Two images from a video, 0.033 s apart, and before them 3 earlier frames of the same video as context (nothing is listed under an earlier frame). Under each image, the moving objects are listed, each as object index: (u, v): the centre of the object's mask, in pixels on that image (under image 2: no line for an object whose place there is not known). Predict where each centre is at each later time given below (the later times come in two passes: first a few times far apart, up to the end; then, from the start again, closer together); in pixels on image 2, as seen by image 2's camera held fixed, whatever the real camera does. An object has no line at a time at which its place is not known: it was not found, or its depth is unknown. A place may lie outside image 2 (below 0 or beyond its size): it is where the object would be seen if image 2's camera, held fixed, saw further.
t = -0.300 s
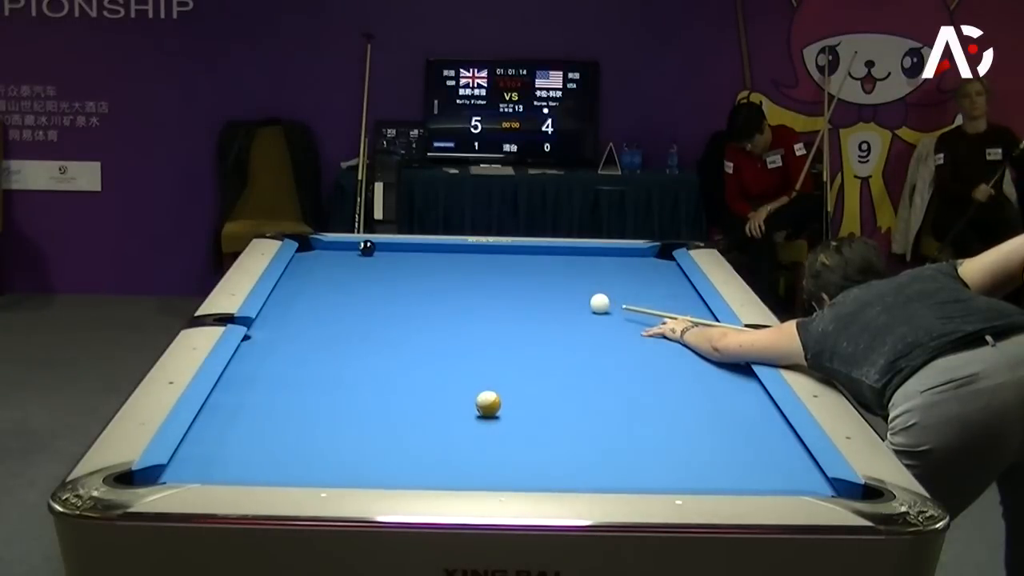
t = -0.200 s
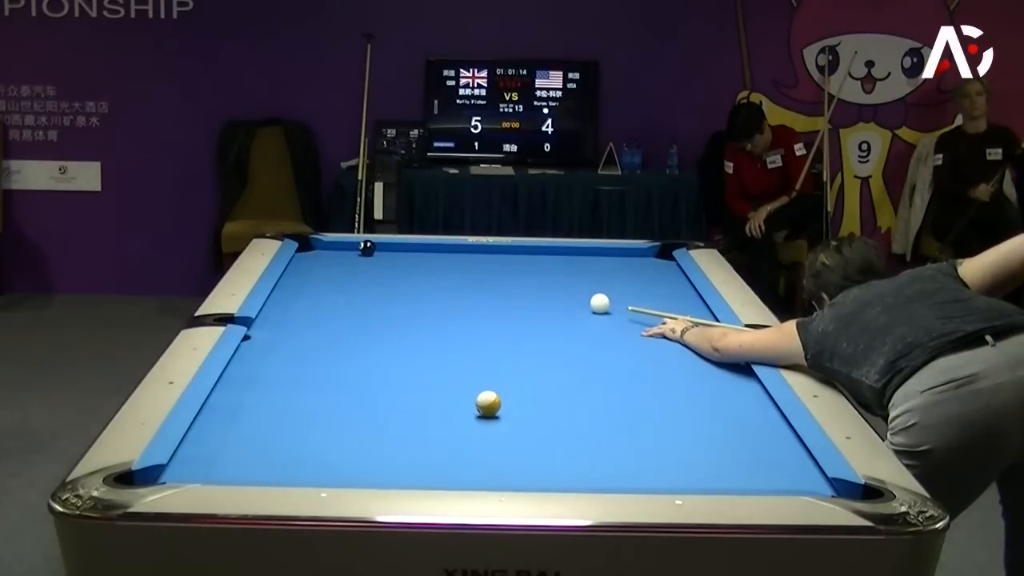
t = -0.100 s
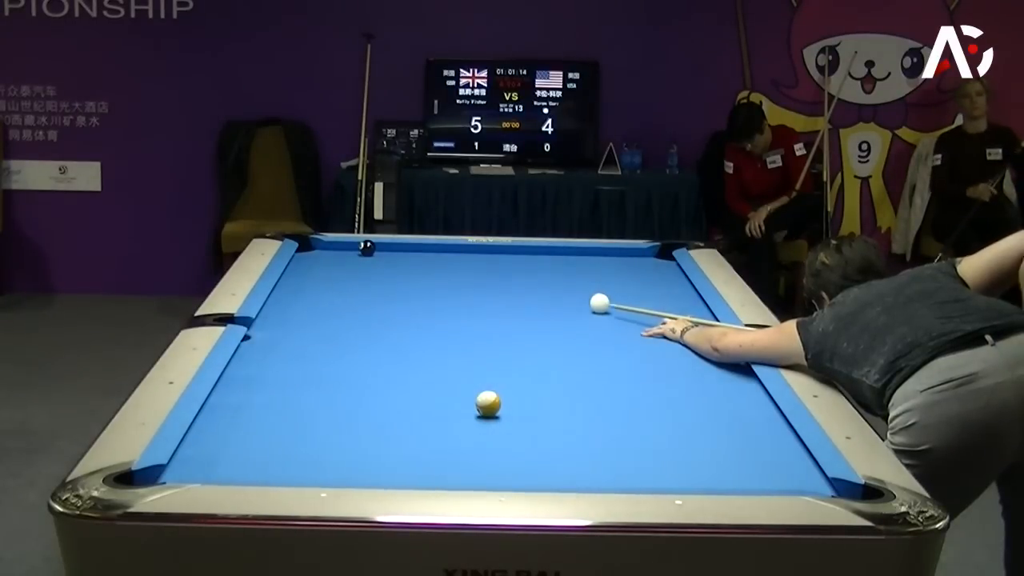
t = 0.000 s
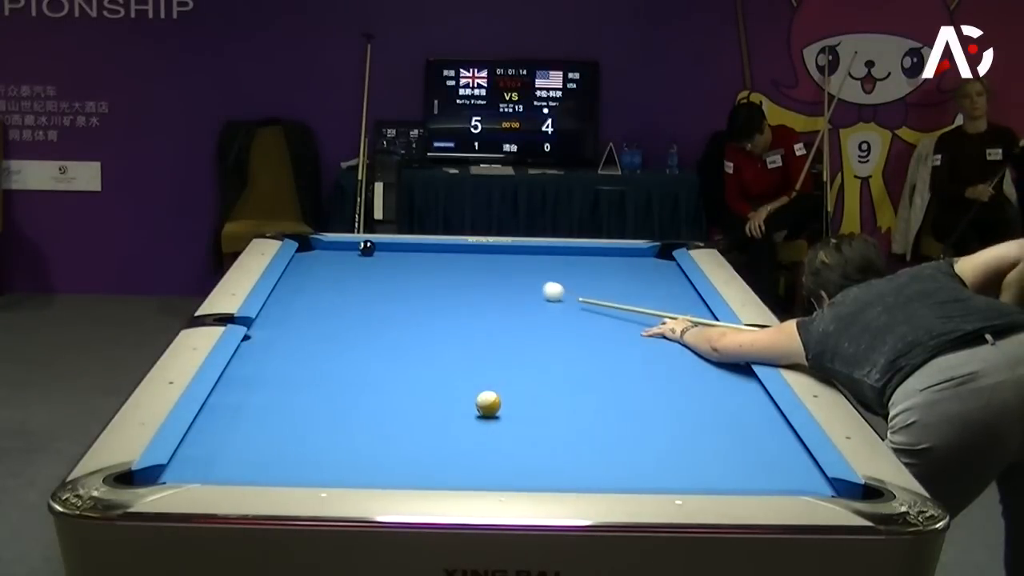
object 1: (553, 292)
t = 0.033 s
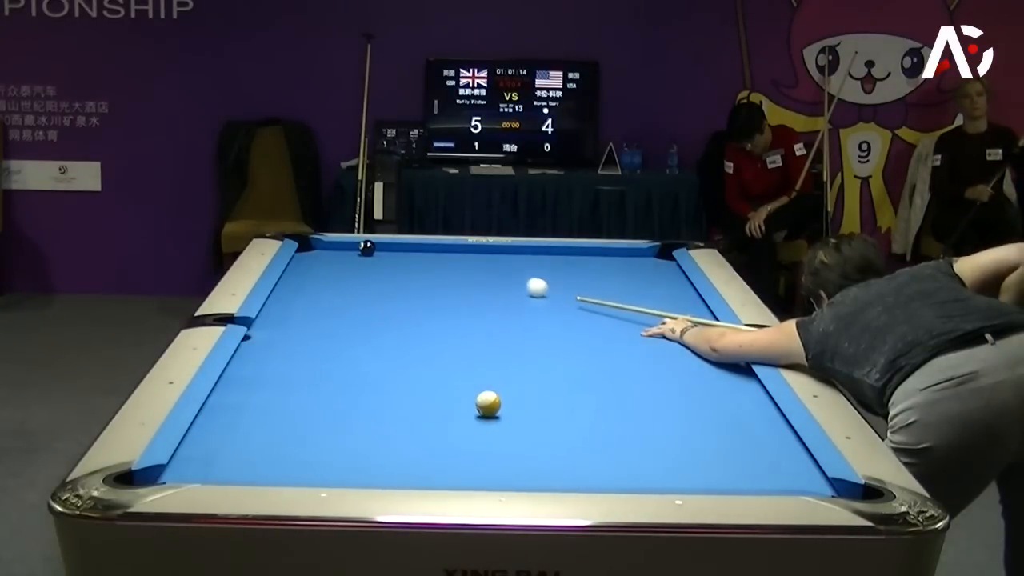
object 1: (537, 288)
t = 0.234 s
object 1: (455, 267)
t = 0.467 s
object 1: (384, 248)
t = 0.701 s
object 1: (375, 252)
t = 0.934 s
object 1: (356, 258)
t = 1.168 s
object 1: (337, 264)
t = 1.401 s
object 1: (318, 270)
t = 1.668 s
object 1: (296, 277)
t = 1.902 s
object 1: (290, 282)
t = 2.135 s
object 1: (294, 288)
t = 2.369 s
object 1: (299, 293)
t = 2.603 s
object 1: (304, 298)
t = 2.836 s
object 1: (308, 303)
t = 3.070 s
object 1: (313, 308)
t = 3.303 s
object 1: (318, 313)
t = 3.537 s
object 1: (323, 317)
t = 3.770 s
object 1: (327, 321)
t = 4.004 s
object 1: (332, 325)
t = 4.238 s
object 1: (336, 328)
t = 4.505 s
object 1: (340, 332)
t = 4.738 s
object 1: (343, 335)
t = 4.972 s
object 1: (346, 337)
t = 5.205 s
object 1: (348, 339)
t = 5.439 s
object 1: (351, 341)
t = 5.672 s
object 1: (353, 342)
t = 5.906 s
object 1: (354, 344)
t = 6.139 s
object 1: (355, 345)
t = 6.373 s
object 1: (355, 345)
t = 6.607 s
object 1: (355, 345)
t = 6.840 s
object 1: (355, 345)
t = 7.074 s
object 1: (355, 345)
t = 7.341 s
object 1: (355, 345)
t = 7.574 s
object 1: (355, 345)
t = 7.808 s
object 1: (355, 345)
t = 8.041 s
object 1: (355, 345)
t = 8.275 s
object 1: (355, 345)
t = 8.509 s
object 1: (355, 345)
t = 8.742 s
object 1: (355, 345)
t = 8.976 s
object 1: (355, 345)
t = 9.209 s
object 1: (355, 345)
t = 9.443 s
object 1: (355, 345)
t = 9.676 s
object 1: (355, 345)
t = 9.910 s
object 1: (355, 345)
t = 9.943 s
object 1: (355, 345)
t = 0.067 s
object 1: (521, 283)
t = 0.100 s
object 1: (506, 280)
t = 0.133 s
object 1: (492, 276)
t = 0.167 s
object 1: (479, 273)
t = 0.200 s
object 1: (467, 270)
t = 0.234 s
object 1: (455, 267)
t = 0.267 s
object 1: (443, 264)
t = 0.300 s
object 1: (432, 261)
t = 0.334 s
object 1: (421, 258)
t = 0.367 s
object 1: (411, 255)
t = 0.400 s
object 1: (401, 253)
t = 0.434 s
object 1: (390, 250)
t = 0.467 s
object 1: (384, 248)
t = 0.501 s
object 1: (386, 246)
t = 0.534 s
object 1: (385, 247)
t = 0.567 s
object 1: (384, 248)
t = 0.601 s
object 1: (382, 249)
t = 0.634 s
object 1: (380, 250)
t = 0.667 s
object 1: (378, 251)
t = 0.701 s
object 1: (375, 252)
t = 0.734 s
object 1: (372, 253)
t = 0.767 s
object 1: (370, 254)
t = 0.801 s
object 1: (367, 255)
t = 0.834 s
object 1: (364, 255)
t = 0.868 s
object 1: (361, 256)
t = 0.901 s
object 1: (359, 257)
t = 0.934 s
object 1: (356, 258)
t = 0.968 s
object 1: (353, 259)
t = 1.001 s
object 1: (351, 260)
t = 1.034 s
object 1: (348, 261)
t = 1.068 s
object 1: (345, 261)
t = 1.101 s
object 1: (342, 262)
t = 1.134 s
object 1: (340, 263)
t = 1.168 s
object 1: (337, 264)
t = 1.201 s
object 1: (334, 265)
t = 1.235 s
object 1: (332, 266)
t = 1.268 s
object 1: (329, 267)
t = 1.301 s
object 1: (326, 268)
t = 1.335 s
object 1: (323, 268)
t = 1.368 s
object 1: (320, 269)
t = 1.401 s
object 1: (318, 270)
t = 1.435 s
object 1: (315, 271)
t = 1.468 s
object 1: (313, 272)
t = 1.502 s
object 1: (310, 272)
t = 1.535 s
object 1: (307, 274)
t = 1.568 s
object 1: (304, 274)
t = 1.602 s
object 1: (302, 275)
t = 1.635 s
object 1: (299, 276)
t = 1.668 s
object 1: (296, 277)
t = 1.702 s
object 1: (294, 278)
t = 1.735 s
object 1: (291, 279)
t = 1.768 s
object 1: (288, 279)
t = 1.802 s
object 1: (288, 280)
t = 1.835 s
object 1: (288, 281)
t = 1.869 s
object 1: (289, 282)
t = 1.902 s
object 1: (290, 282)
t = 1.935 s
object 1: (290, 283)
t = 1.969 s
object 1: (291, 284)
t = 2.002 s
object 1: (291, 285)
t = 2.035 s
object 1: (292, 285)
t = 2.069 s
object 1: (293, 286)
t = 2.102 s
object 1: (294, 287)
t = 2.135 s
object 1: (294, 288)
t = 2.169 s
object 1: (295, 289)
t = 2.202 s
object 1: (296, 289)
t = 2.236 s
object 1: (296, 290)
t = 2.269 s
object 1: (297, 291)
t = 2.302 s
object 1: (298, 292)
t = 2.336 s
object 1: (298, 293)
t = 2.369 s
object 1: (299, 293)
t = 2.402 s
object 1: (299, 294)
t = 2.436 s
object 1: (300, 295)
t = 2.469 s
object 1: (301, 296)
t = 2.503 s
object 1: (301, 296)
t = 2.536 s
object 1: (302, 297)
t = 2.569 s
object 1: (303, 298)
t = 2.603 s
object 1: (304, 298)
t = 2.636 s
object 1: (304, 299)
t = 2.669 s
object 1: (305, 300)
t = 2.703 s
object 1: (305, 300)
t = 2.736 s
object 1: (306, 301)
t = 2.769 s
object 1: (307, 302)
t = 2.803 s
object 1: (308, 303)
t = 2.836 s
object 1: (308, 303)
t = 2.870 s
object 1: (309, 304)
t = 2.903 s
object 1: (310, 305)
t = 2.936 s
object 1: (310, 305)
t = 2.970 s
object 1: (311, 306)
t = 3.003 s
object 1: (312, 307)
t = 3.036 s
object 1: (312, 307)
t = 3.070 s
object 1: (313, 308)
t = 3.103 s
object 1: (314, 309)
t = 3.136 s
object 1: (315, 309)
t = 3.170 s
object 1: (315, 310)
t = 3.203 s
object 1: (316, 311)
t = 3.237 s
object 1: (317, 311)
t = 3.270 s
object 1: (317, 312)
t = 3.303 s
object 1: (318, 313)
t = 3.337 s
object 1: (319, 313)
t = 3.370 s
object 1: (319, 314)
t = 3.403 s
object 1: (320, 315)
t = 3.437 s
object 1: (321, 315)
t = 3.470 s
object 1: (321, 316)
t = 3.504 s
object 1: (322, 316)
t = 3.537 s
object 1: (323, 317)
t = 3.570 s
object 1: (323, 318)
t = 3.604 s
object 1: (324, 318)
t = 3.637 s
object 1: (325, 319)
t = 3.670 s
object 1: (325, 319)
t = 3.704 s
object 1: (326, 320)
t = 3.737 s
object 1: (327, 320)
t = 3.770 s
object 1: (327, 321)
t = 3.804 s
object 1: (328, 322)
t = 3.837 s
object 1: (329, 322)
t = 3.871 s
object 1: (329, 323)
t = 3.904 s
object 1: (330, 323)
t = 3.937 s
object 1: (330, 324)
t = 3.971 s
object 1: (331, 324)
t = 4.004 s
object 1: (332, 325)
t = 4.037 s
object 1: (332, 325)
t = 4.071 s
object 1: (333, 326)
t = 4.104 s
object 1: (333, 326)
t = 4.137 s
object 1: (334, 327)
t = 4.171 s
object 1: (335, 327)
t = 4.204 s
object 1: (335, 328)
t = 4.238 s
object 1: (336, 328)
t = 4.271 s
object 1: (336, 329)
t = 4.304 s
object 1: (337, 329)
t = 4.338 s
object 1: (337, 330)
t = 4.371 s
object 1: (338, 330)
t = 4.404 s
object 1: (339, 331)
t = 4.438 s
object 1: (339, 331)
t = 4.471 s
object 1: (339, 331)
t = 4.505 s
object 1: (340, 332)
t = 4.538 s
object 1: (340, 332)
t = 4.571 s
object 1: (341, 333)
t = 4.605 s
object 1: (342, 333)
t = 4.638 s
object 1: (342, 334)
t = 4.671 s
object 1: (343, 334)
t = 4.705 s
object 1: (343, 334)
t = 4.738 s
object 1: (343, 335)
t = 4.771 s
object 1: (344, 335)
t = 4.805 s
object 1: (344, 335)
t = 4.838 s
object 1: (344, 336)
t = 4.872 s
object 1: (345, 336)
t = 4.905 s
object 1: (345, 337)
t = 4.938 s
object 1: (346, 337)
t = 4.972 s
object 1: (346, 337)
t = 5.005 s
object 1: (346, 337)
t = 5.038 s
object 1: (347, 338)
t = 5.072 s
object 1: (347, 338)
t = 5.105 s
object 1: (347, 338)
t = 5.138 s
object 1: (348, 339)
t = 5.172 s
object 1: (348, 339)
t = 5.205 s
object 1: (348, 339)
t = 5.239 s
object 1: (349, 340)
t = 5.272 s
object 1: (349, 340)
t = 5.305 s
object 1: (350, 340)
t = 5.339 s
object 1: (350, 341)
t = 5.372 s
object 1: (350, 341)
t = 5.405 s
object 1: (350, 341)
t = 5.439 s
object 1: (351, 341)
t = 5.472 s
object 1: (351, 341)
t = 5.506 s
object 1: (351, 341)
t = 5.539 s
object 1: (352, 342)
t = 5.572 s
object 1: (352, 342)
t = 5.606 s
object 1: (352, 342)
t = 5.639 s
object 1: (353, 342)
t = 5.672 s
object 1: (353, 342)
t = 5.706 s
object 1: (353, 343)
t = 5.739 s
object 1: (353, 343)
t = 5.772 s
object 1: (354, 343)
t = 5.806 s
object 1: (354, 343)
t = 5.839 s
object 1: (354, 343)
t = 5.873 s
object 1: (354, 343)
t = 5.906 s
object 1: (354, 344)
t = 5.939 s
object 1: (355, 344)
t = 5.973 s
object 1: (355, 344)
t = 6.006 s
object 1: (355, 344)
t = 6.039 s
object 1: (355, 344)
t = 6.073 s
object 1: (355, 344)
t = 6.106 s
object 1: (355, 345)
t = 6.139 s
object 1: (355, 345)
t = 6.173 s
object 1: (355, 345)
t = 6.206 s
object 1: (355, 345)
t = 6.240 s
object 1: (355, 345)
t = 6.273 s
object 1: (355, 345)
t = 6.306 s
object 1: (355, 345)
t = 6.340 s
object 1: (355, 345)
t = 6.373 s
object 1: (355, 345)
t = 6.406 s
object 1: (355, 345)
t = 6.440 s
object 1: (355, 345)
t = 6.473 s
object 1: (355, 345)
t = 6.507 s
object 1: (355, 345)
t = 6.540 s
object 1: (355, 345)
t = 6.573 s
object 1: (355, 345)
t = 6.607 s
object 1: (355, 345)
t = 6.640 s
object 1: (355, 345)
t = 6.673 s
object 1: (355, 345)
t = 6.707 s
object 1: (355, 345)
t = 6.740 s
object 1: (355, 345)
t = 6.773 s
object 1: (355, 345)
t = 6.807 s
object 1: (355, 345)
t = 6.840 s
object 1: (355, 345)
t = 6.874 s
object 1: (355, 345)
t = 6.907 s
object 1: (355, 345)
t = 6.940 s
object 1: (355, 345)
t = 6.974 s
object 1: (355, 345)
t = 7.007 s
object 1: (355, 345)
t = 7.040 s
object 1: (355, 345)
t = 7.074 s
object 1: (355, 345)
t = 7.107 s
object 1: (355, 345)
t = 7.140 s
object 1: (355, 345)
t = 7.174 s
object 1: (355, 345)
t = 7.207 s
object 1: (355, 345)
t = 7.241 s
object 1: (355, 345)
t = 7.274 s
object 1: (355, 345)
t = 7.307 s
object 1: (355, 345)
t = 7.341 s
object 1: (355, 345)
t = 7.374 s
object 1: (355, 345)
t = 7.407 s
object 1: (355, 345)
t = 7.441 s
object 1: (355, 345)
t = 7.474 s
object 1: (355, 345)
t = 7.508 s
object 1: (355, 345)
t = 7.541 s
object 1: (355, 345)
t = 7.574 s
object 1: (355, 345)
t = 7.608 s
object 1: (355, 345)
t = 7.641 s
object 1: (355, 345)
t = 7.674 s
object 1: (355, 345)
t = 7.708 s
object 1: (355, 345)
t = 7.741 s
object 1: (355, 345)
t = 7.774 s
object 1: (355, 345)
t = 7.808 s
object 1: (355, 345)
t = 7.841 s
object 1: (355, 345)
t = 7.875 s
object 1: (355, 345)
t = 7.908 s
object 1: (355, 345)
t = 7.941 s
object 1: (355, 345)
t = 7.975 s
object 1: (355, 345)
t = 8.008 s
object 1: (355, 345)
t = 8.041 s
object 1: (355, 345)
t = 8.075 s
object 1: (355, 345)
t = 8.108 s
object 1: (355, 345)
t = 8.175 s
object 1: (355, 345)
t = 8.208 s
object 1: (355, 345)
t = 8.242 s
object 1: (355, 345)
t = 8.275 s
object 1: (355, 345)
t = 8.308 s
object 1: (355, 345)
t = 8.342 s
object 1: (355, 345)
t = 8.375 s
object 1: (355, 345)
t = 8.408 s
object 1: (355, 345)
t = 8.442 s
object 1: (355, 345)
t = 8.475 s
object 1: (355, 345)
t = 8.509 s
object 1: (355, 345)
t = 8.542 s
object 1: (355, 345)
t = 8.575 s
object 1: (355, 345)
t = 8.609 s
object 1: (355, 345)
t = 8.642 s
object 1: (355, 345)
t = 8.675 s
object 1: (355, 345)
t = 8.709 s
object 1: (355, 345)
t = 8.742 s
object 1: (355, 345)
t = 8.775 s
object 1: (355, 345)
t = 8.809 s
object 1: (355, 345)
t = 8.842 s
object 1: (355, 345)
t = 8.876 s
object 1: (355, 345)
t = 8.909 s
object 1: (355, 345)
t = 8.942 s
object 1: (355, 345)
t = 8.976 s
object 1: (355, 345)
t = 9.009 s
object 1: (355, 345)
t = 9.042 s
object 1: (355, 345)
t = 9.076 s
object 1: (355, 345)
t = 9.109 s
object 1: (355, 345)
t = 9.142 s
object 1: (355, 345)
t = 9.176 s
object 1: (355, 345)
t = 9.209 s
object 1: (355, 345)
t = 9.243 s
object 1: (355, 345)
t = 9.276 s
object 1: (355, 345)
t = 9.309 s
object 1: (355, 345)
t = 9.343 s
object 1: (355, 345)
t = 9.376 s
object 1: (355, 345)
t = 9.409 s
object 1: (355, 345)
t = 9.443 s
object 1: (355, 345)
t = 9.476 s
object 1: (355, 345)
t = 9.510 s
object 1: (355, 345)
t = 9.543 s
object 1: (355, 345)
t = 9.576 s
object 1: (355, 345)
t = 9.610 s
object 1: (355, 345)
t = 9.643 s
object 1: (355, 345)
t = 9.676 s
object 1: (355, 345)
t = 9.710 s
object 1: (355, 345)
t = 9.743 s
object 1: (355, 345)
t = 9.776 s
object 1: (355, 345)
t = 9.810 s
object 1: (355, 345)
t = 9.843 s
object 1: (355, 345)
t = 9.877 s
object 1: (355, 345)
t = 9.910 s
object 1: (355, 345)
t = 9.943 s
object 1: (355, 345)
